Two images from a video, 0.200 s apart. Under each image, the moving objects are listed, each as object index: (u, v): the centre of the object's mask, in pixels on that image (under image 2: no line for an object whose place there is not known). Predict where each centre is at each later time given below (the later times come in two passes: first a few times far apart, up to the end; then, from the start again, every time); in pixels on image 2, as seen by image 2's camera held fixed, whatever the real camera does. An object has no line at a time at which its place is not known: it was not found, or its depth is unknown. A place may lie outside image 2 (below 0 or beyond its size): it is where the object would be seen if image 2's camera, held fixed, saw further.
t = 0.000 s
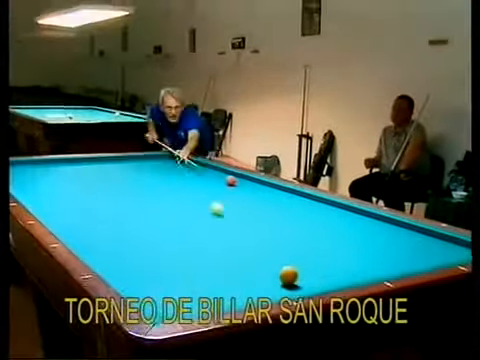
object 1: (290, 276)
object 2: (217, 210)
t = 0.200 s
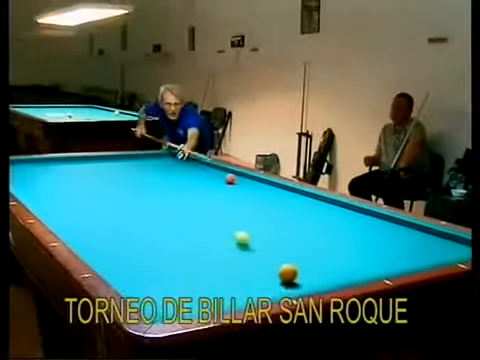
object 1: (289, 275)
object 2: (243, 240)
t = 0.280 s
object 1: (289, 274)
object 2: (257, 256)
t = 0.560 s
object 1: (340, 271)
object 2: (184, 281)
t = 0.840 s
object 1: (344, 264)
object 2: (139, 250)
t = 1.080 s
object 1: (347, 255)
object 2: (152, 227)
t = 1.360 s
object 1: (350, 248)
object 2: (165, 208)
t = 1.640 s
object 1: (353, 242)
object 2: (174, 194)
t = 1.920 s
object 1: (355, 236)
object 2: (182, 182)
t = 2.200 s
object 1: (358, 231)
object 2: (187, 172)
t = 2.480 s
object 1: (358, 226)
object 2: (192, 166)
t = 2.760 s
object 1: (360, 222)
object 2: (196, 159)
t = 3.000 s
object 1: (363, 218)
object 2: (182, 156)
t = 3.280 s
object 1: (366, 212)
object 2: (172, 152)
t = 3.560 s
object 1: (367, 208)
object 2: (174, 153)
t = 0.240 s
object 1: (289, 275)
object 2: (248, 247)
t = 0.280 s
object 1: (289, 274)
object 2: (257, 256)
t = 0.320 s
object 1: (288, 273)
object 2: (265, 266)
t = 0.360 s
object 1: (296, 273)
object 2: (267, 275)
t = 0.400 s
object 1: (307, 274)
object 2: (264, 283)
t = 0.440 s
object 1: (318, 273)
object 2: (256, 287)
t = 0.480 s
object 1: (329, 273)
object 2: (229, 286)
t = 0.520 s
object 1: (338, 271)
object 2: (206, 284)
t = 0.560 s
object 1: (340, 271)
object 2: (184, 281)
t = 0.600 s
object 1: (340, 270)
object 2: (162, 277)
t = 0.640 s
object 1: (341, 269)
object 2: (142, 274)
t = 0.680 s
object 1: (342, 268)
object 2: (126, 268)
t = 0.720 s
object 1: (342, 267)
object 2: (129, 265)
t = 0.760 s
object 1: (343, 266)
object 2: (133, 260)
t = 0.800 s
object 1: (343, 265)
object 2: (136, 255)
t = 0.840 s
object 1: (344, 264)
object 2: (139, 250)
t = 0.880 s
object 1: (344, 262)
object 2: (142, 245)
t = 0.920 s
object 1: (345, 261)
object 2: (144, 241)
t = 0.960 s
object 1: (345, 259)
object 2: (147, 237)
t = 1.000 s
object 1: (346, 258)
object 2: (149, 234)
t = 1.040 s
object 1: (346, 256)
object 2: (151, 230)
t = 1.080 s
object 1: (347, 255)
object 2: (152, 227)
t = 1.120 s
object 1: (347, 253)
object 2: (154, 223)
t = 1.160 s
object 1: (347, 252)
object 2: (156, 221)
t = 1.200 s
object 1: (348, 252)
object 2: (158, 218)
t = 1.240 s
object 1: (348, 251)
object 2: (160, 215)
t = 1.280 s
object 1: (349, 250)
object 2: (161, 213)
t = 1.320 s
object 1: (349, 249)
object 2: (163, 210)
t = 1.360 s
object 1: (350, 248)
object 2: (165, 208)
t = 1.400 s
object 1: (350, 247)
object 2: (166, 205)
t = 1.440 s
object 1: (351, 246)
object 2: (168, 203)
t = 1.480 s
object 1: (351, 245)
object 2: (169, 201)
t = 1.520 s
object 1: (352, 244)
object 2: (170, 200)
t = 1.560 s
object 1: (352, 243)
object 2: (172, 198)
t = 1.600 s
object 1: (353, 242)
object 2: (173, 195)
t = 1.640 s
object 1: (353, 242)
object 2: (174, 194)
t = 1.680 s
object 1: (353, 241)
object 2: (175, 192)
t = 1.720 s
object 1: (353, 240)
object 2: (177, 190)
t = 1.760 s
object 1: (354, 239)
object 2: (178, 189)
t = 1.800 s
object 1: (354, 239)
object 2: (179, 187)
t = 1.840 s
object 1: (354, 238)
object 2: (180, 185)
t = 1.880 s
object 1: (355, 237)
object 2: (181, 184)
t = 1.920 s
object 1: (355, 236)
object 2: (182, 182)
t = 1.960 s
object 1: (356, 235)
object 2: (184, 180)
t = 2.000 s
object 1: (356, 234)
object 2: (184, 178)
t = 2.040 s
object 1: (357, 233)
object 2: (185, 177)
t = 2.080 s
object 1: (357, 232)
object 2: (186, 176)
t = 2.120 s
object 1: (357, 231)
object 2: (187, 175)
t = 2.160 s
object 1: (358, 231)
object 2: (187, 173)
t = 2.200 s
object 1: (358, 231)
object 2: (187, 172)
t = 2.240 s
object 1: (358, 231)
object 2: (188, 172)
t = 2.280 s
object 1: (358, 230)
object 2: (189, 171)
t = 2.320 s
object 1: (357, 229)
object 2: (189, 170)
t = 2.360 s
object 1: (358, 229)
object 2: (190, 169)
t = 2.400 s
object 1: (358, 228)
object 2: (190, 168)
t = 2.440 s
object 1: (358, 227)
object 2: (191, 167)
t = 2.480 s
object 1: (358, 226)
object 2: (192, 166)
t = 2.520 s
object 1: (358, 226)
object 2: (192, 165)
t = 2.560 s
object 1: (359, 225)
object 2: (192, 164)
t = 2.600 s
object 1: (359, 225)
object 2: (193, 163)
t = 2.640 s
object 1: (359, 224)
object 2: (194, 162)
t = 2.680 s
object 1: (359, 224)
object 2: (195, 161)
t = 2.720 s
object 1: (360, 223)
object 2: (195, 161)
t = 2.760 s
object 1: (360, 222)
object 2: (196, 159)
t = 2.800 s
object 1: (361, 221)
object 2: (194, 158)
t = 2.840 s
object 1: (361, 220)
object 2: (191, 157)
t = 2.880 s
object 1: (361, 219)
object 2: (188, 157)
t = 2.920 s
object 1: (362, 219)
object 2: (187, 156)
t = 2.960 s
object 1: (362, 218)
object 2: (185, 156)
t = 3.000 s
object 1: (363, 218)
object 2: (182, 156)
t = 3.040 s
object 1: (363, 217)
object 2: (178, 154)
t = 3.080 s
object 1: (365, 216)
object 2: (175, 153)
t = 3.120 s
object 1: (365, 215)
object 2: (173, 153)
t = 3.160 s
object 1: (366, 214)
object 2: (171, 152)
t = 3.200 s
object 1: (366, 213)
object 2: (171, 152)
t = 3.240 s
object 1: (366, 212)
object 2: (172, 152)
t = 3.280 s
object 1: (366, 212)
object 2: (172, 152)
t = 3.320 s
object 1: (367, 211)
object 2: (172, 152)
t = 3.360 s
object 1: (367, 211)
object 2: (173, 152)
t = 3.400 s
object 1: (368, 211)
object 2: (173, 152)
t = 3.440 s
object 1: (367, 210)
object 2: (173, 153)
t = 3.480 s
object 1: (368, 210)
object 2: (173, 153)
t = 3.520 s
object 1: (367, 209)
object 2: (174, 153)
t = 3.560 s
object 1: (367, 208)
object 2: (174, 153)
